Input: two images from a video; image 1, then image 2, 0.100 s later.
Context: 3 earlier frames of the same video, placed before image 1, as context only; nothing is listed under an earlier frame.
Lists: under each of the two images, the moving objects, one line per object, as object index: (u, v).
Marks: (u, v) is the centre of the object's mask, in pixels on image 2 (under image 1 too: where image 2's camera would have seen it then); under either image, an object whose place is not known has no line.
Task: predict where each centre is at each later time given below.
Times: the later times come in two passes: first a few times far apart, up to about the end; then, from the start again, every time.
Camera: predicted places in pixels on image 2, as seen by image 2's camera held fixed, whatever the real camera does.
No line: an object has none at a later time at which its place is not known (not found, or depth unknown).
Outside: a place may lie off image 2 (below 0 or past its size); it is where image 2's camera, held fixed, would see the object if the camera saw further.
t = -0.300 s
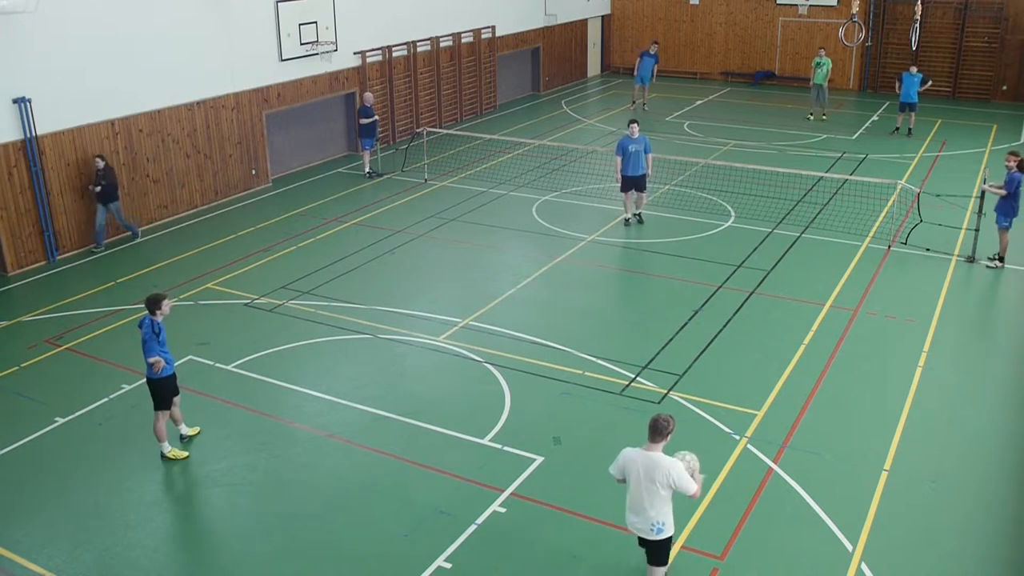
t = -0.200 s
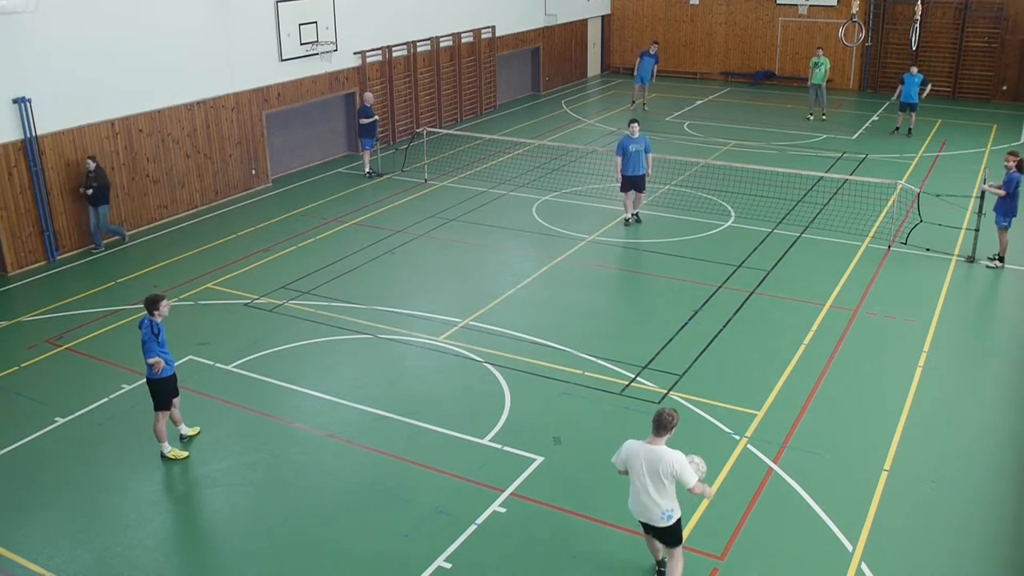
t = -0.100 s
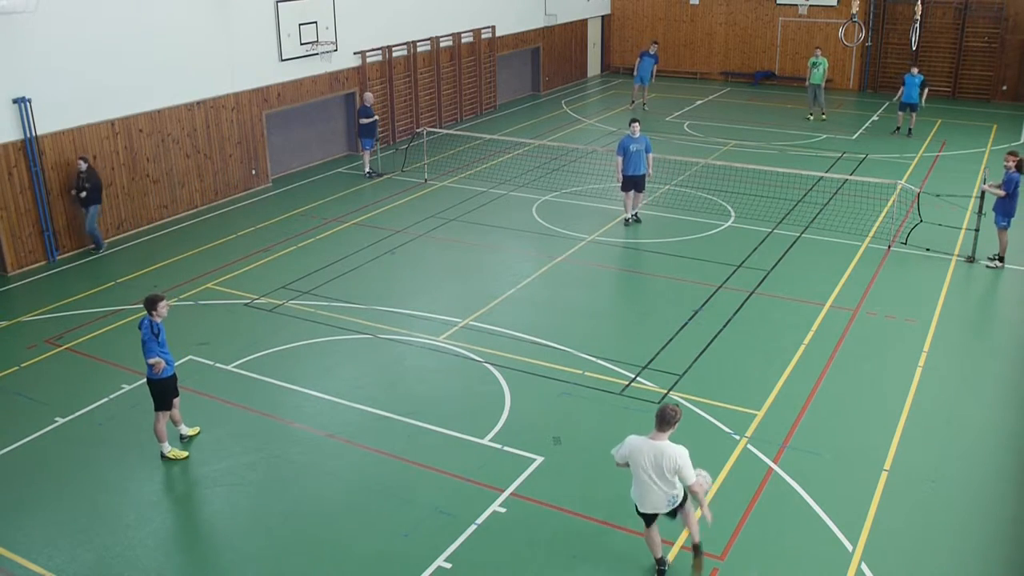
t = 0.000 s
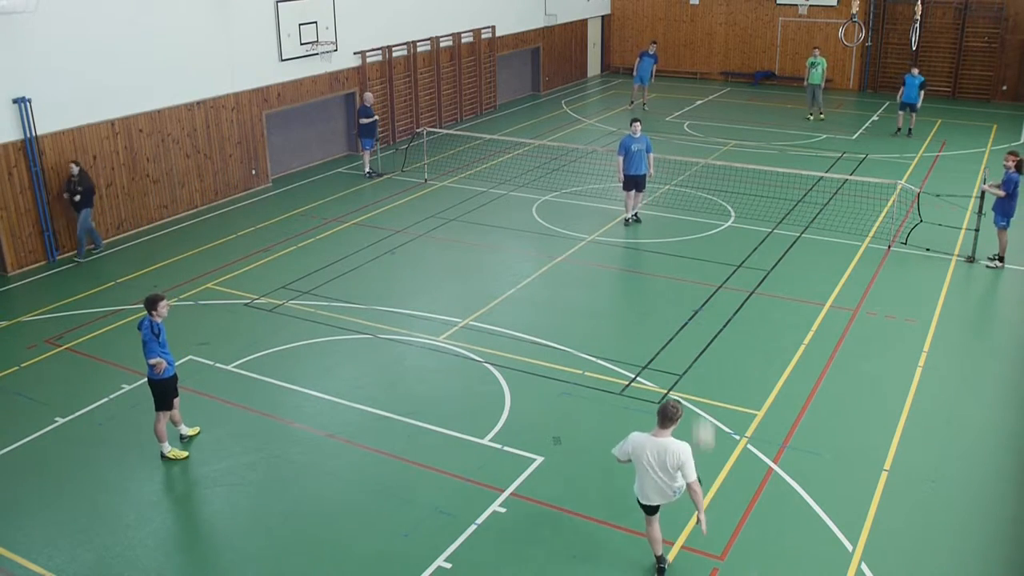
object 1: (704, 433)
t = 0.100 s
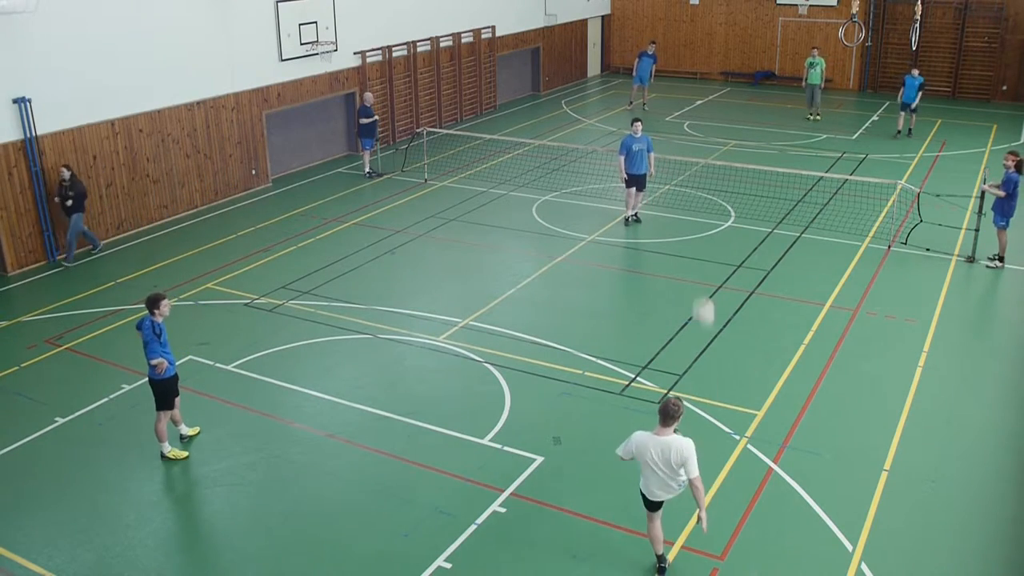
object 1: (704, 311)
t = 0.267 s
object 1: (705, 182)
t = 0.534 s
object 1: (704, 93)
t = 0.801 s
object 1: (703, 83)
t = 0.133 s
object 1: (704, 279)
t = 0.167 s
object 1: (704, 251)
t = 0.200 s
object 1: (705, 225)
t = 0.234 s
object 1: (705, 202)
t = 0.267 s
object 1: (705, 182)
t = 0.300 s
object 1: (704, 165)
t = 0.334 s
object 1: (704, 148)
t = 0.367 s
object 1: (704, 135)
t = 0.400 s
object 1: (704, 124)
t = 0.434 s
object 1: (704, 114)
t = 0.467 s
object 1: (704, 105)
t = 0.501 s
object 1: (704, 98)
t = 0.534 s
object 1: (704, 93)
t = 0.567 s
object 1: (704, 88)
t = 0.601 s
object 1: (704, 85)
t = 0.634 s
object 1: (703, 83)
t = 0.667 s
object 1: (703, 81)
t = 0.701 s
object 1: (703, 81)
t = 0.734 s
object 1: (703, 81)
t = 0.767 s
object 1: (703, 81)
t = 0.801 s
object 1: (703, 83)
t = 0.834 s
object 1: (703, 85)
